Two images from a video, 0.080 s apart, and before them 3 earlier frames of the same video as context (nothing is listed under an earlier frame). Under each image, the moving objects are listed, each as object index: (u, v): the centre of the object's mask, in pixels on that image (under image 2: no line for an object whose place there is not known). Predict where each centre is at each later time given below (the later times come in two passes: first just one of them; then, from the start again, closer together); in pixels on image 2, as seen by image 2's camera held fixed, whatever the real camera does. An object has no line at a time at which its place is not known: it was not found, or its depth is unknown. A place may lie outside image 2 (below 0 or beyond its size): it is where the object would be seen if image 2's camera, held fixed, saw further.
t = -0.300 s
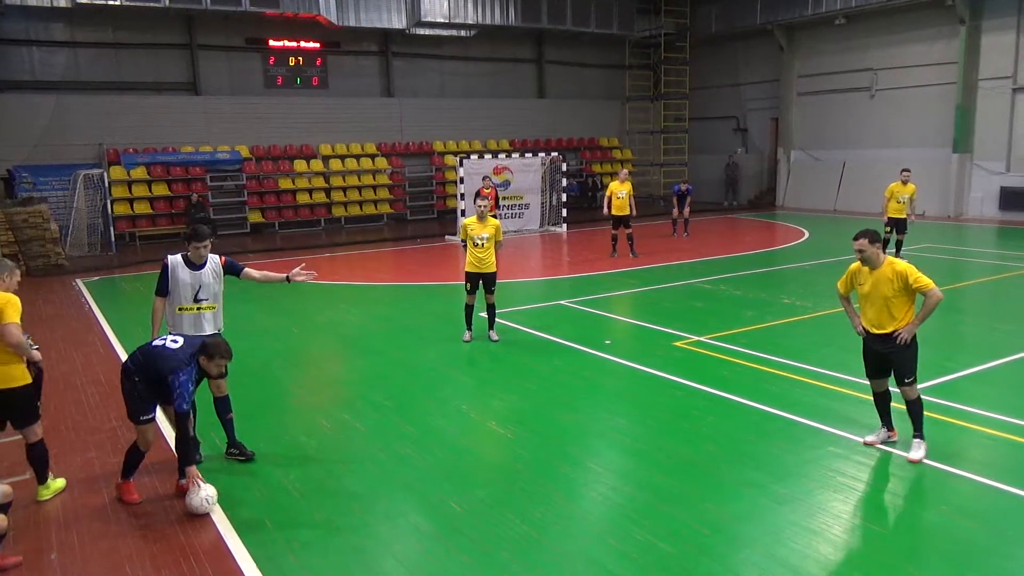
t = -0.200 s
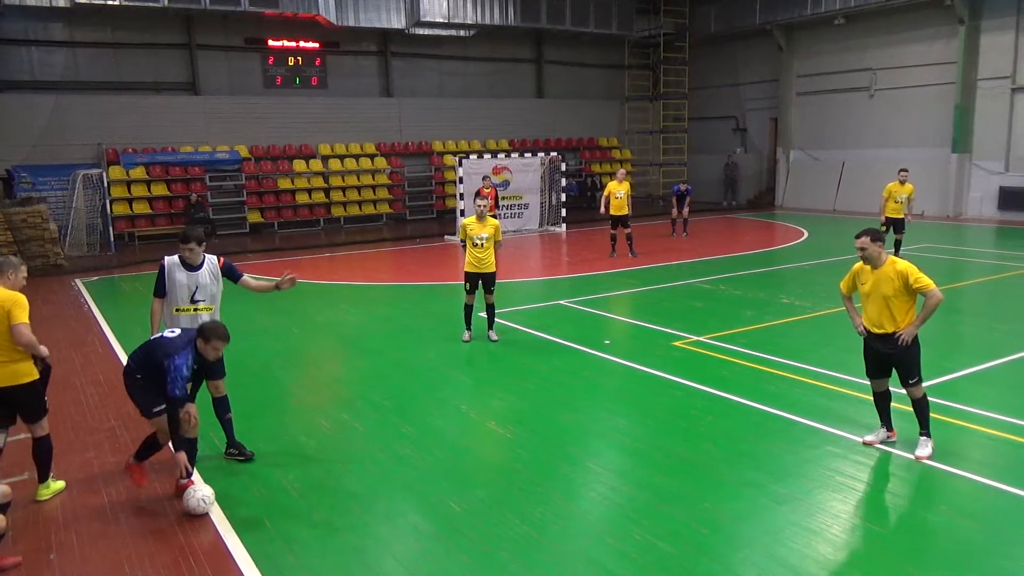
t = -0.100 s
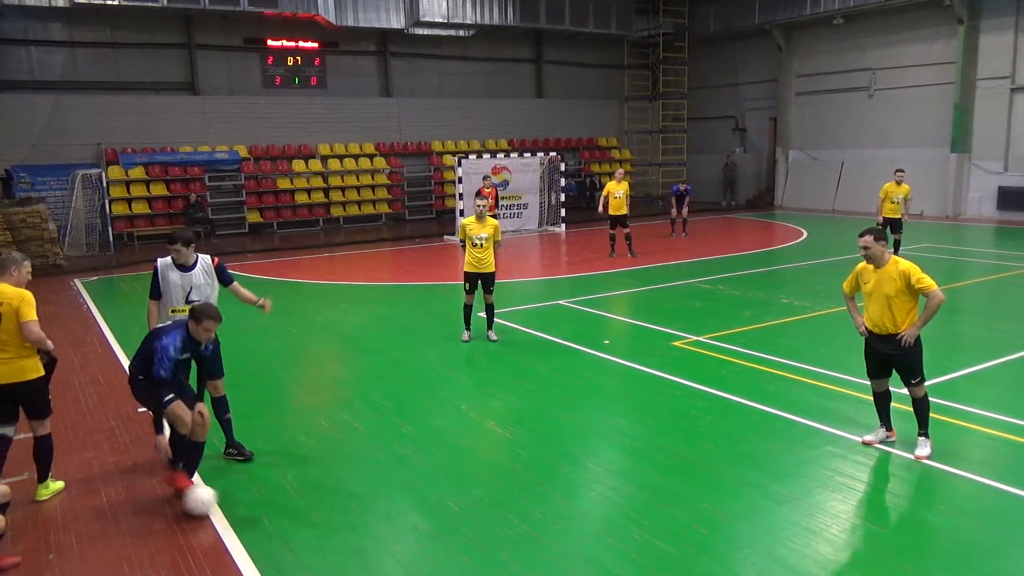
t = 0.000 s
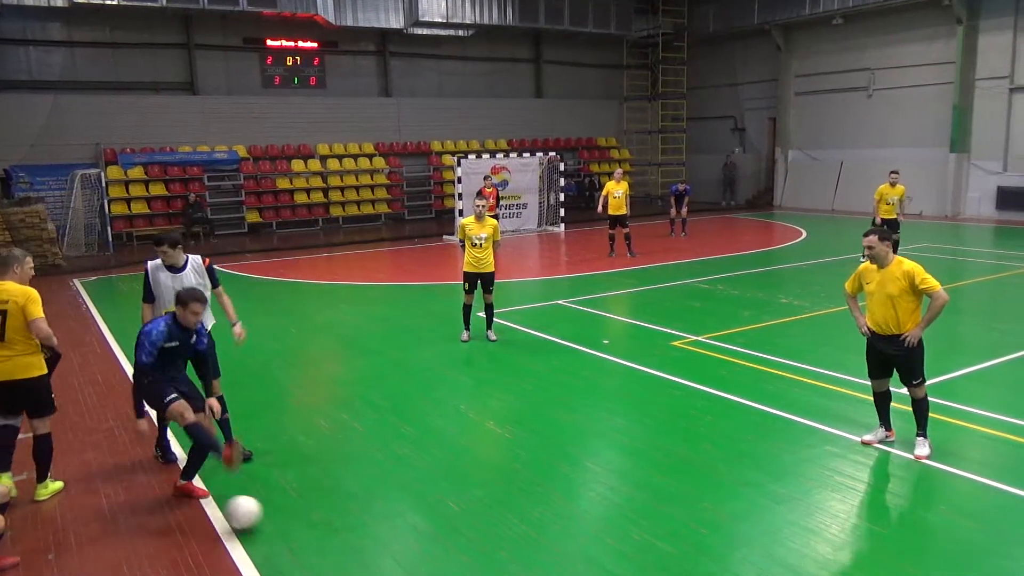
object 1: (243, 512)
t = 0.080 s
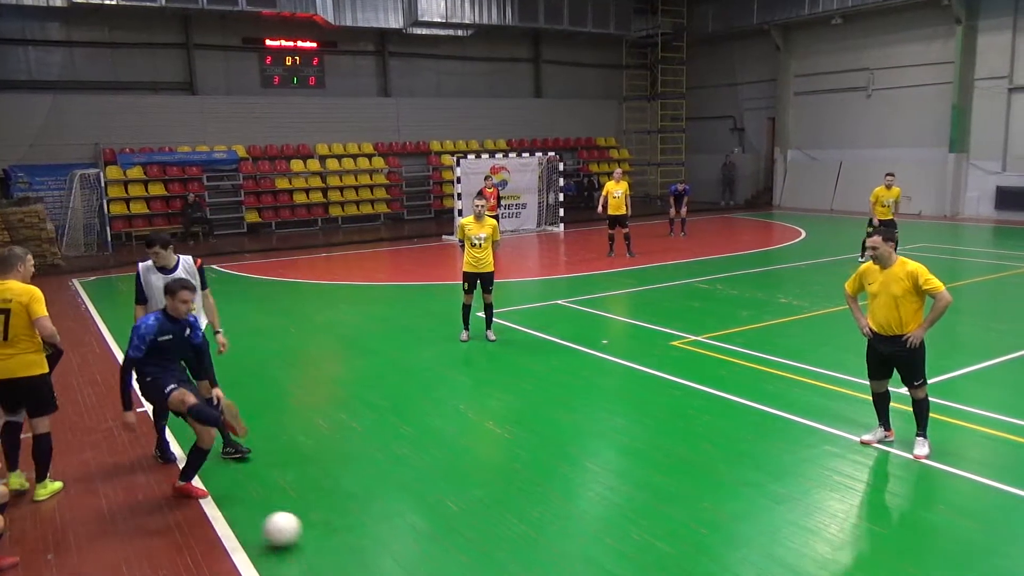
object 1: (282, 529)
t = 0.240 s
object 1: (371, 555)
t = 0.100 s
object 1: (292, 531)
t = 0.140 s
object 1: (314, 538)
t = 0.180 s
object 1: (337, 548)
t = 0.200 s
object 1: (347, 550)
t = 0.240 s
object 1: (371, 555)
